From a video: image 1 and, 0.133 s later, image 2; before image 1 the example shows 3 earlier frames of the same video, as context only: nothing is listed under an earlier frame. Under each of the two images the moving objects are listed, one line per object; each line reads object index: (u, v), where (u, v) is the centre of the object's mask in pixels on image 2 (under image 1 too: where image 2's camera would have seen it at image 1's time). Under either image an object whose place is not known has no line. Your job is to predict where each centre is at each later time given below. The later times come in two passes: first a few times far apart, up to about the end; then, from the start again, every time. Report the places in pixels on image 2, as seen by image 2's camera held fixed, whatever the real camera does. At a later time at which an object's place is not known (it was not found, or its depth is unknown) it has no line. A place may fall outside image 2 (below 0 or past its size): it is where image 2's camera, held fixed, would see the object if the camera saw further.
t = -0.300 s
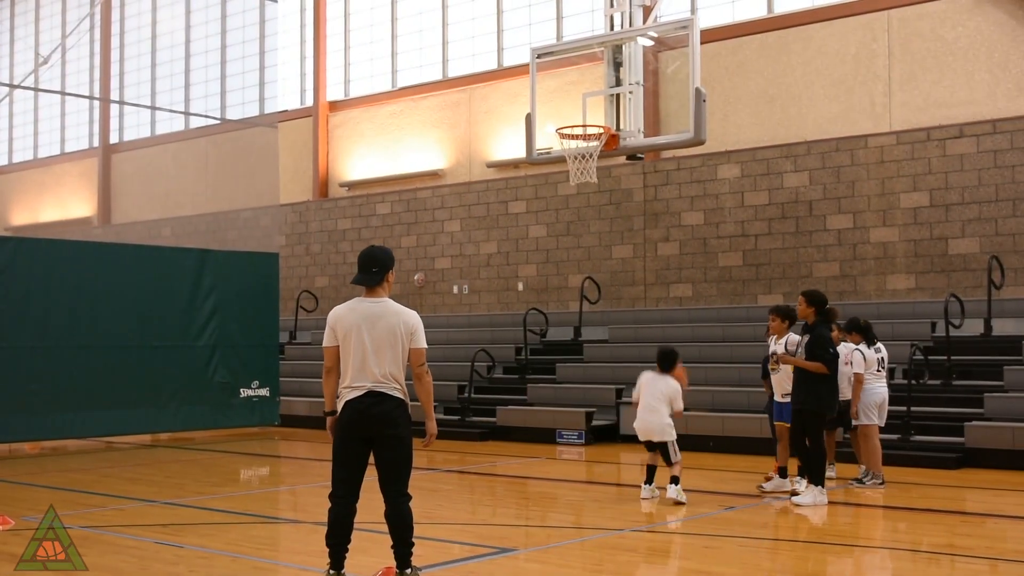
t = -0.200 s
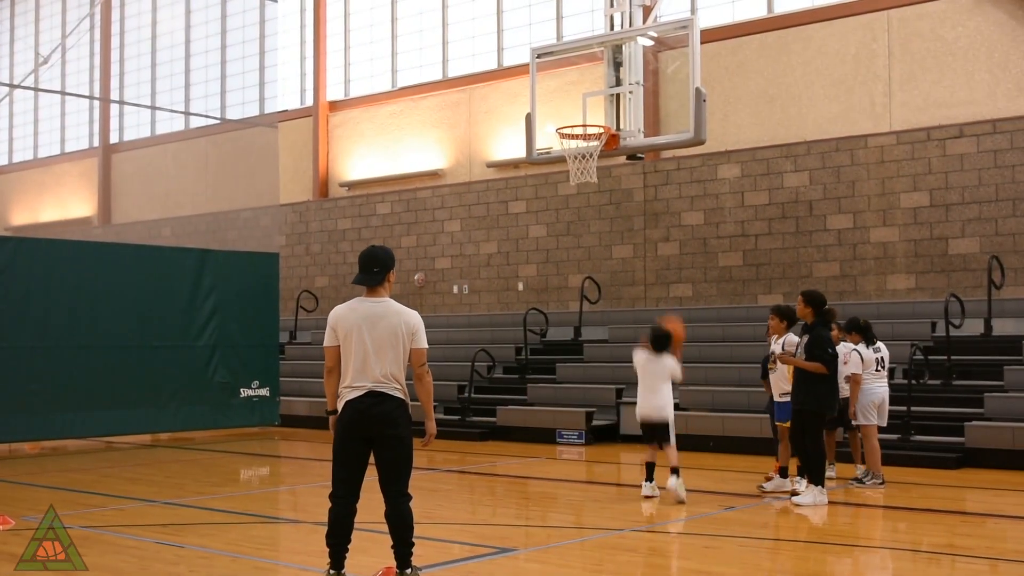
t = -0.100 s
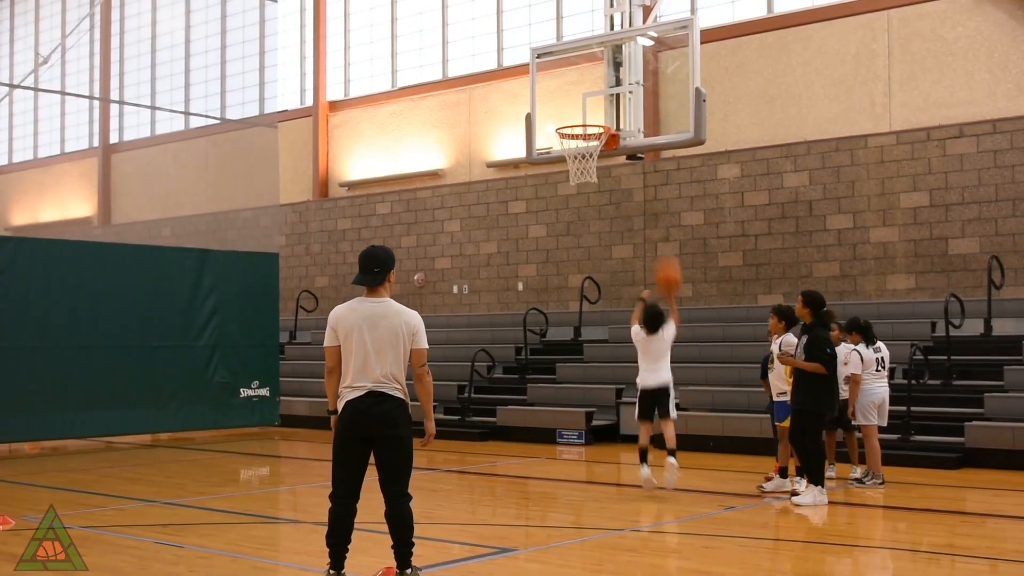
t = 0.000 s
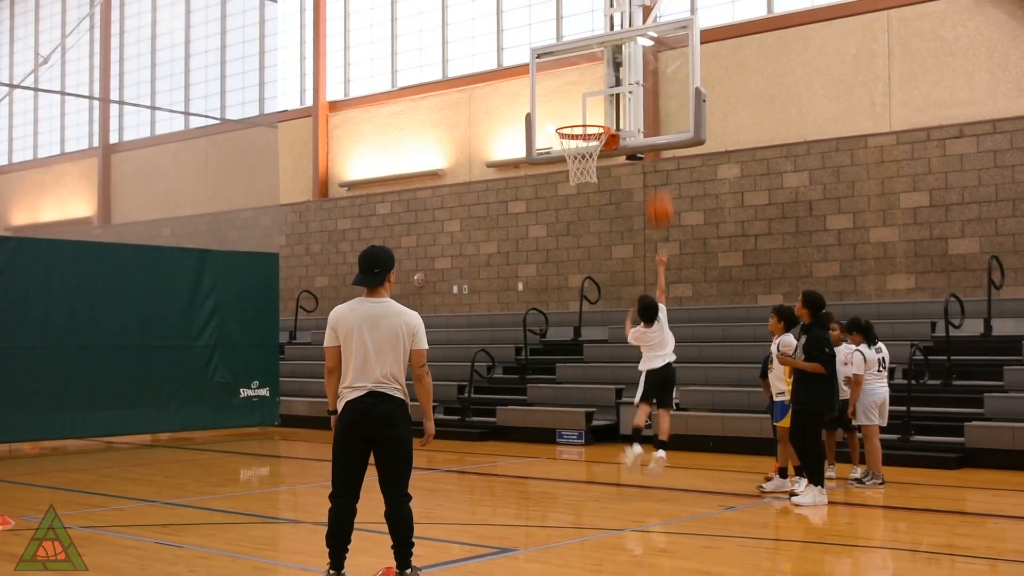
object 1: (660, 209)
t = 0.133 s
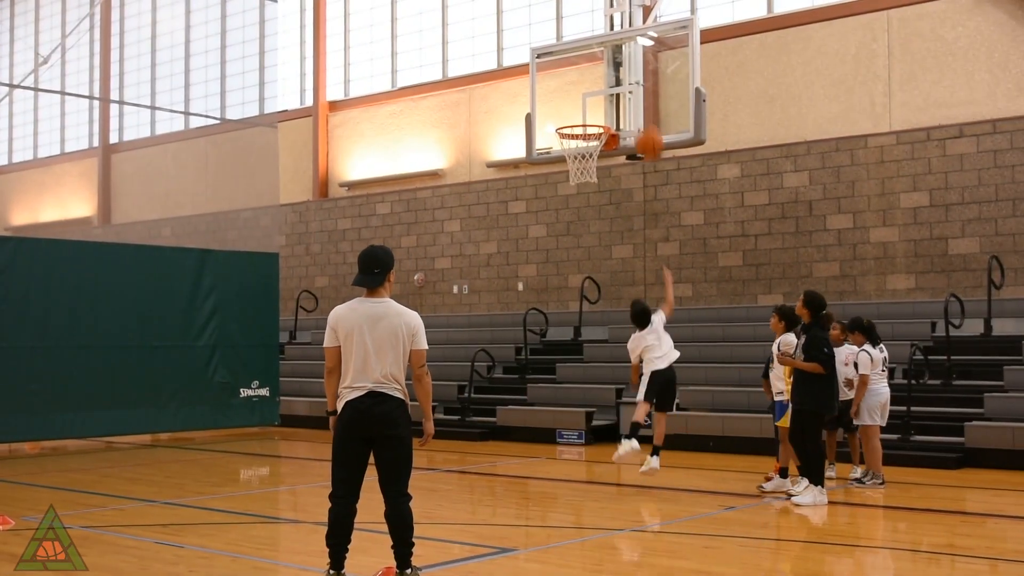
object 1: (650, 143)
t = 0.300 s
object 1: (636, 89)
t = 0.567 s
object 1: (618, 73)
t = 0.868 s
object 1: (584, 134)
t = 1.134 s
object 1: (573, 199)
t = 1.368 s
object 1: (572, 291)
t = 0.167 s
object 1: (647, 128)
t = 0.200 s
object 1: (644, 116)
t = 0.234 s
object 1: (641, 106)
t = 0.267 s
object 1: (638, 97)
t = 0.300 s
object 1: (636, 89)
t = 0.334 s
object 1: (634, 83)
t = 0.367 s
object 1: (631, 78)
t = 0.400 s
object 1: (629, 74)
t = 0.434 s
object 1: (627, 72)
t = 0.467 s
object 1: (624, 70)
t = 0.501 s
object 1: (622, 71)
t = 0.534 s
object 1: (620, 71)
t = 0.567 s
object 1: (618, 73)
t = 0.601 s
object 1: (615, 75)
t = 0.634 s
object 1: (611, 78)
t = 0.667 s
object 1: (608, 82)
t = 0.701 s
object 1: (603, 88)
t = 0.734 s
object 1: (600, 94)
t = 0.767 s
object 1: (596, 102)
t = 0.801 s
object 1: (592, 112)
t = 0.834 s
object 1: (588, 121)
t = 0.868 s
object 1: (584, 134)
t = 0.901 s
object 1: (582, 146)
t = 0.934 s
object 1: (577, 158)
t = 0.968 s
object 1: (575, 166)
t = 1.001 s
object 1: (573, 173)
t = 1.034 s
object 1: (572, 180)
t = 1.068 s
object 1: (572, 187)
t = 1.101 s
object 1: (573, 191)
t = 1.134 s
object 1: (573, 199)
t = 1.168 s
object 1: (572, 208)
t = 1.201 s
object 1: (573, 218)
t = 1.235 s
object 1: (572, 230)
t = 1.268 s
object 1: (572, 243)
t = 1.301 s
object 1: (573, 257)
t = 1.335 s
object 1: (572, 273)
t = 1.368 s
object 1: (572, 291)
